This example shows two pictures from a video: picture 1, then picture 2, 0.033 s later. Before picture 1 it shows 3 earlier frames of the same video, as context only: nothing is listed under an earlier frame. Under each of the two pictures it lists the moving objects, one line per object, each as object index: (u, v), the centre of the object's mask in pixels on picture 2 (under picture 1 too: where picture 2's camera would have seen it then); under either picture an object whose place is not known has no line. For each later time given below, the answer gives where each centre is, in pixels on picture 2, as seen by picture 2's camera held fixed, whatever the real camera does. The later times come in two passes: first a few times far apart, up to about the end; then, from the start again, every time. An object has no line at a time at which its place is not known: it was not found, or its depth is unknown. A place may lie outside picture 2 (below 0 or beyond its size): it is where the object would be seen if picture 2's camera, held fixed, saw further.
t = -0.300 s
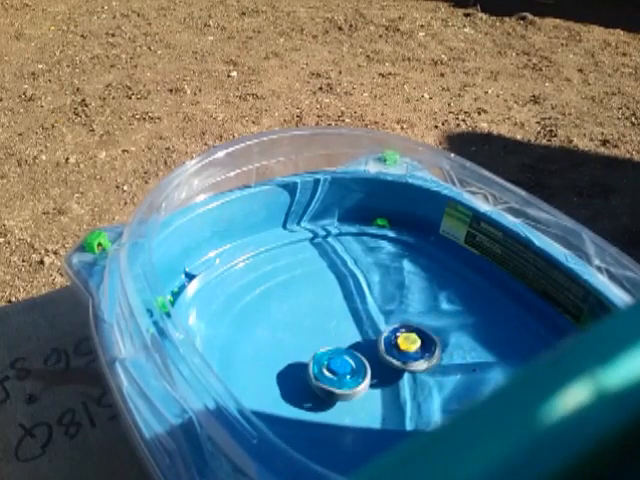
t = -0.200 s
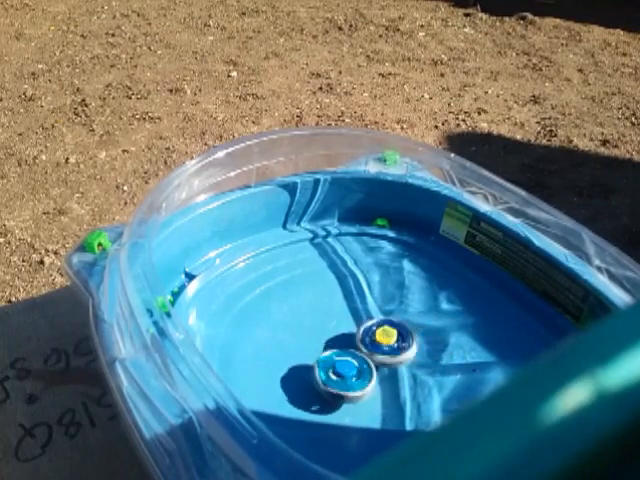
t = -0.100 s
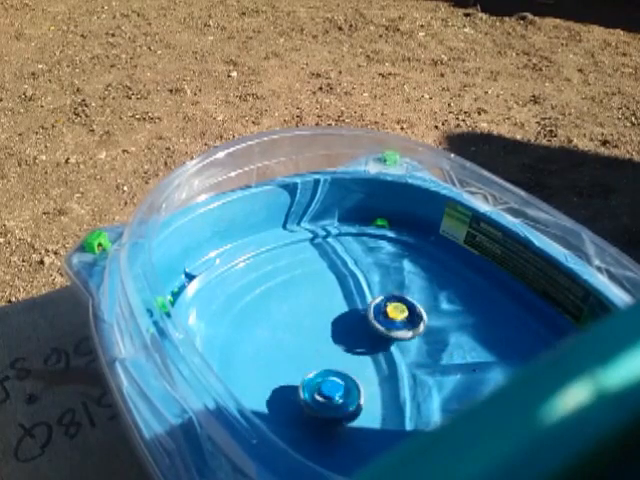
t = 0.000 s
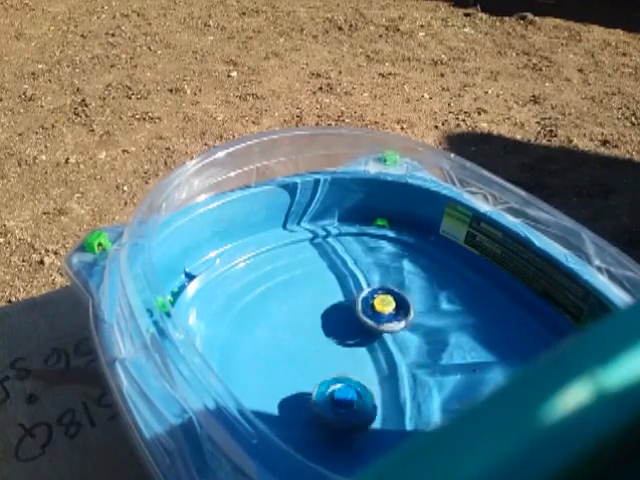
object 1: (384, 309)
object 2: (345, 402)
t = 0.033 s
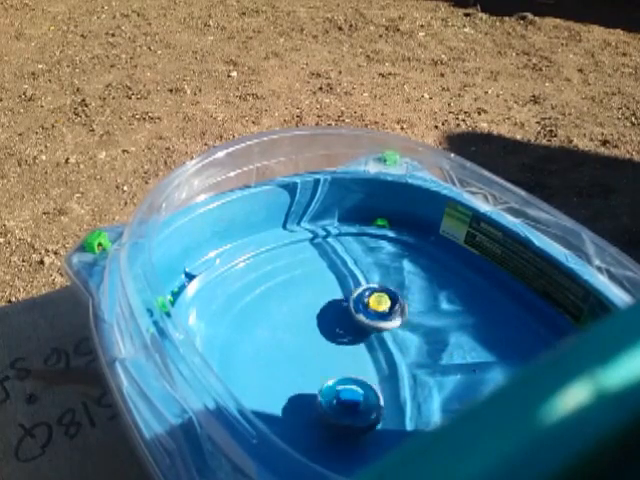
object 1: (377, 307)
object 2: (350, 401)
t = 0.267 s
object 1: (346, 321)
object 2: (380, 396)
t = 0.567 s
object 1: (358, 357)
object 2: (410, 396)
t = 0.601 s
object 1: (359, 355)
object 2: (416, 396)
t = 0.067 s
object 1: (371, 306)
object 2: (354, 403)
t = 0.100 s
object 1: (365, 306)
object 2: (360, 402)
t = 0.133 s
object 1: (360, 307)
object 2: (365, 401)
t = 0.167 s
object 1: (356, 309)
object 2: (368, 400)
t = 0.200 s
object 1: (352, 312)
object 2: (372, 399)
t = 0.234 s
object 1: (349, 316)
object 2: (376, 397)
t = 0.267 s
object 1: (346, 321)
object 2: (380, 396)
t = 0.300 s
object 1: (346, 327)
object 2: (382, 393)
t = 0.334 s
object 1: (346, 334)
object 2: (385, 391)
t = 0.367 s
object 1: (347, 340)
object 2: (387, 390)
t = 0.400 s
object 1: (350, 347)
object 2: (390, 389)
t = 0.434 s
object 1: (352, 350)
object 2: (395, 391)
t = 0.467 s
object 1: (351, 350)
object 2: (401, 395)
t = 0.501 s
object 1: (353, 351)
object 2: (407, 399)
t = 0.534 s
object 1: (355, 354)
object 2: (409, 399)
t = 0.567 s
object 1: (358, 357)
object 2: (410, 396)
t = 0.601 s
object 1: (359, 355)
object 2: (416, 396)
